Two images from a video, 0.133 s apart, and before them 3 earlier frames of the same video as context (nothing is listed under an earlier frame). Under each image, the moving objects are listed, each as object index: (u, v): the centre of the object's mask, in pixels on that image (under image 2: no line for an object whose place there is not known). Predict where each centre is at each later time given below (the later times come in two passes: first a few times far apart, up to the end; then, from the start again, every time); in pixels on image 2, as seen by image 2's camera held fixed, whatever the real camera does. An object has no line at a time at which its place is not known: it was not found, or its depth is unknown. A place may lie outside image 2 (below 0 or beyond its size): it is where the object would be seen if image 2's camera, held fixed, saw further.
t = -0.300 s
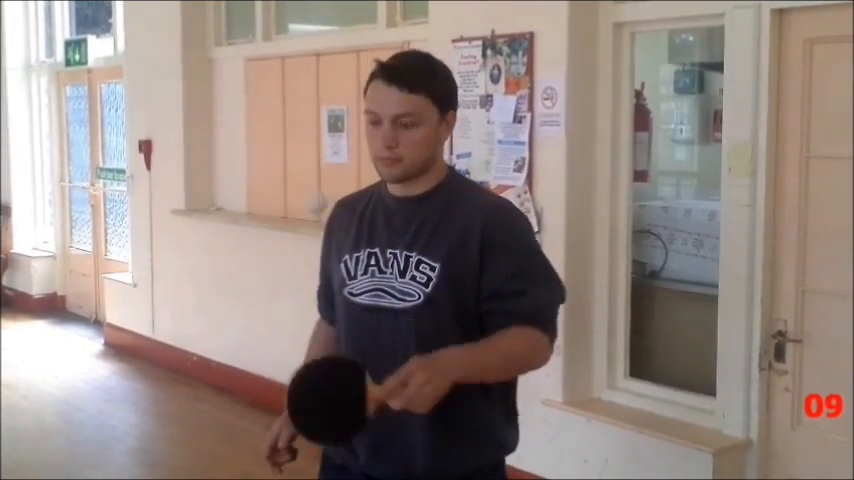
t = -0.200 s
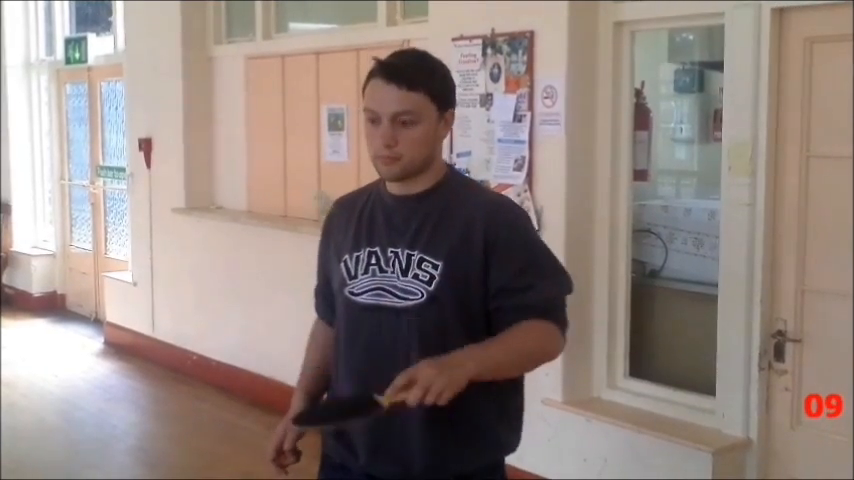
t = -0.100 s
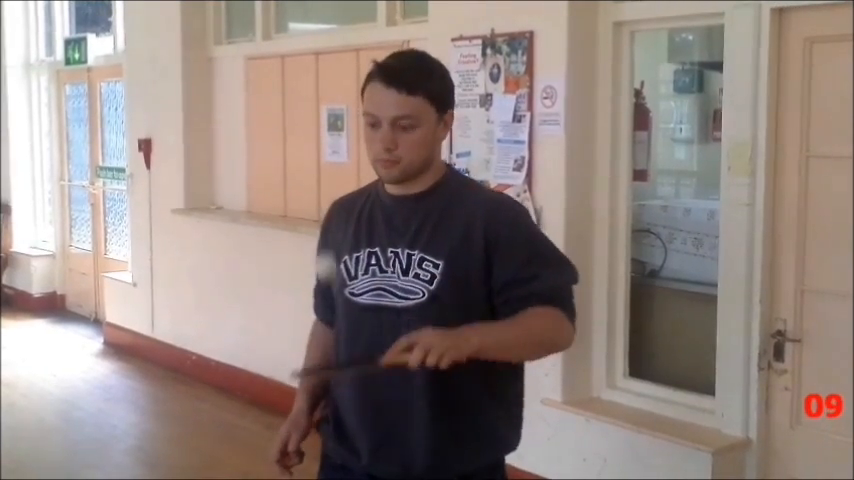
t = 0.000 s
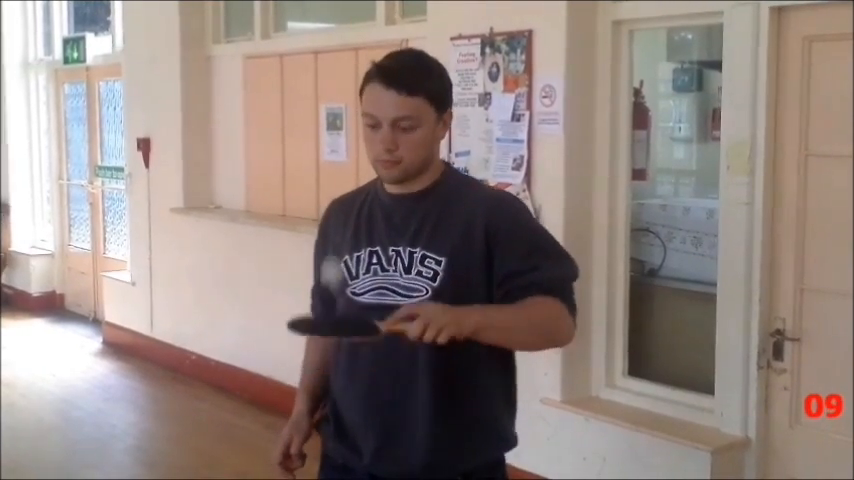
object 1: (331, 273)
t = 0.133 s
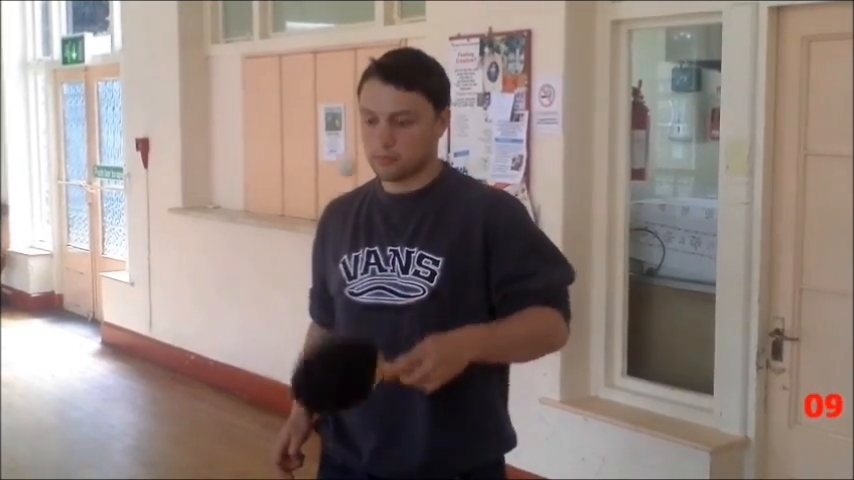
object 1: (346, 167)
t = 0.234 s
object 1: (355, 148)
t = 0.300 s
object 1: (366, 167)
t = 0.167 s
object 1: (349, 153)
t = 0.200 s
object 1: (353, 150)
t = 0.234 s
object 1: (355, 148)
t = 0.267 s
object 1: (360, 154)
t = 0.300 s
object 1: (366, 167)
